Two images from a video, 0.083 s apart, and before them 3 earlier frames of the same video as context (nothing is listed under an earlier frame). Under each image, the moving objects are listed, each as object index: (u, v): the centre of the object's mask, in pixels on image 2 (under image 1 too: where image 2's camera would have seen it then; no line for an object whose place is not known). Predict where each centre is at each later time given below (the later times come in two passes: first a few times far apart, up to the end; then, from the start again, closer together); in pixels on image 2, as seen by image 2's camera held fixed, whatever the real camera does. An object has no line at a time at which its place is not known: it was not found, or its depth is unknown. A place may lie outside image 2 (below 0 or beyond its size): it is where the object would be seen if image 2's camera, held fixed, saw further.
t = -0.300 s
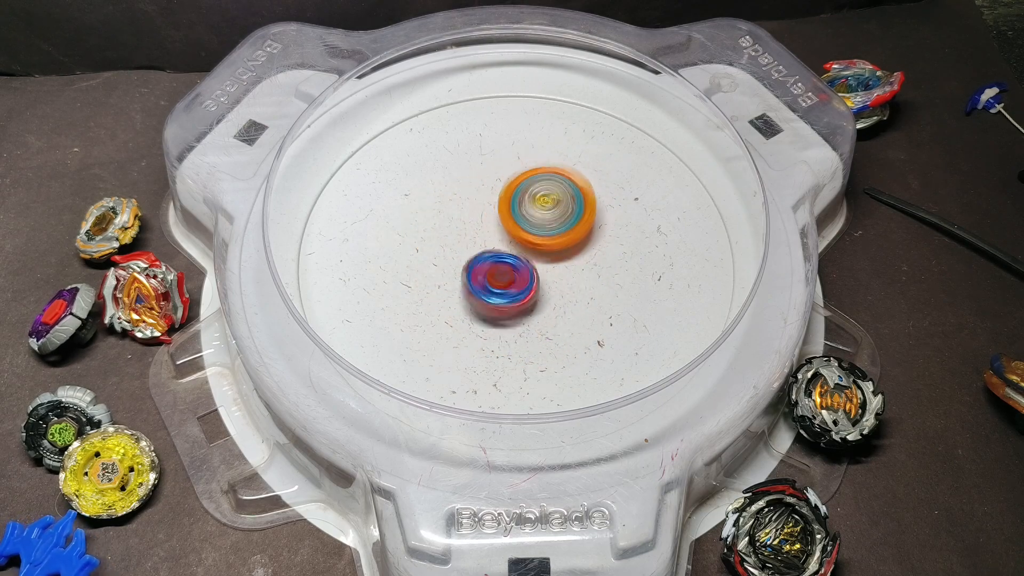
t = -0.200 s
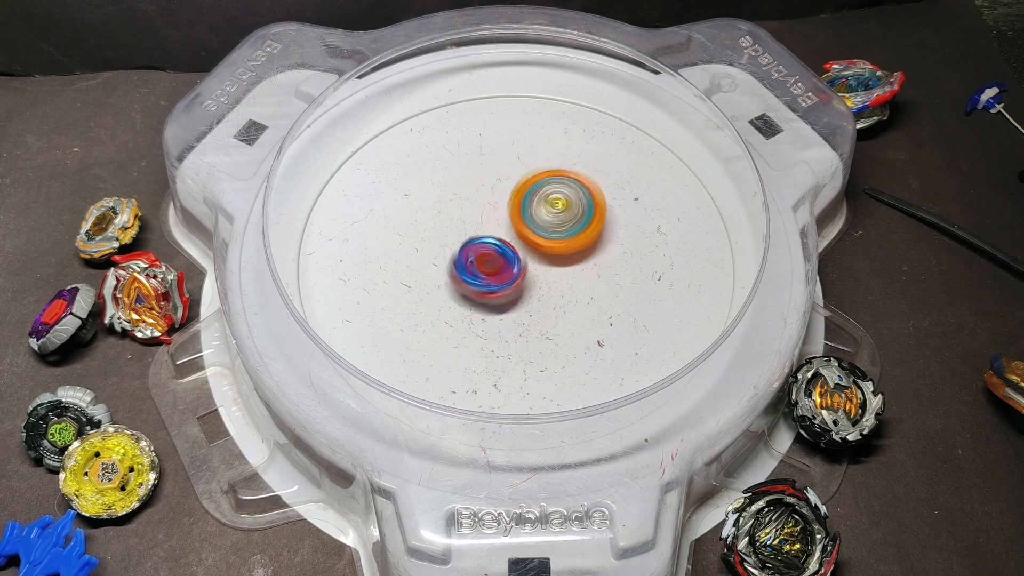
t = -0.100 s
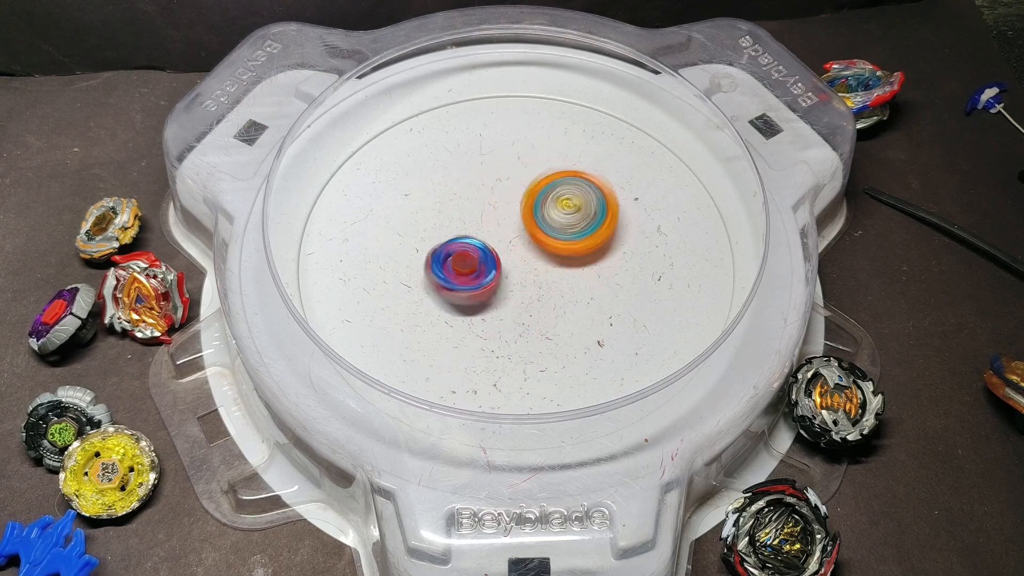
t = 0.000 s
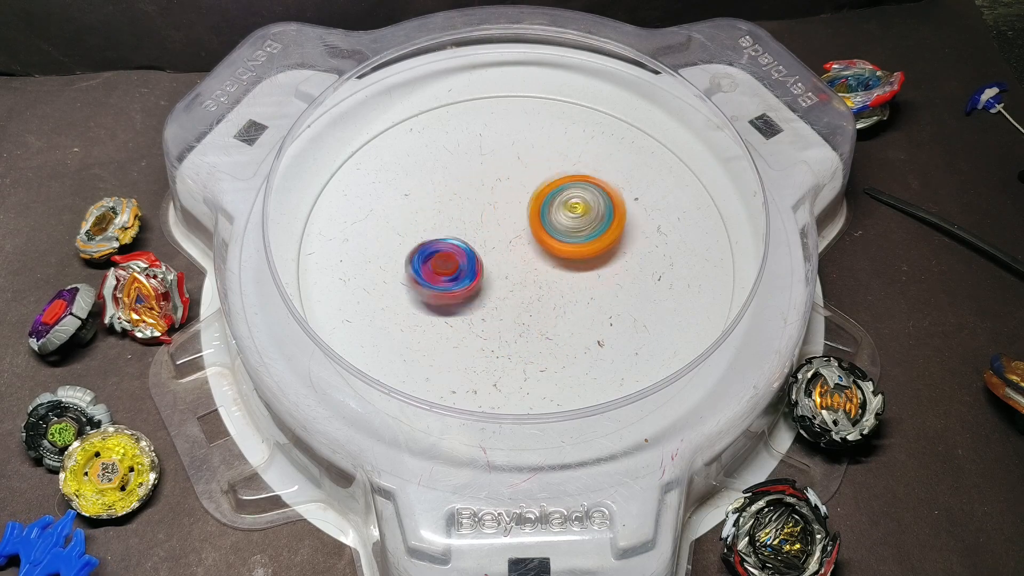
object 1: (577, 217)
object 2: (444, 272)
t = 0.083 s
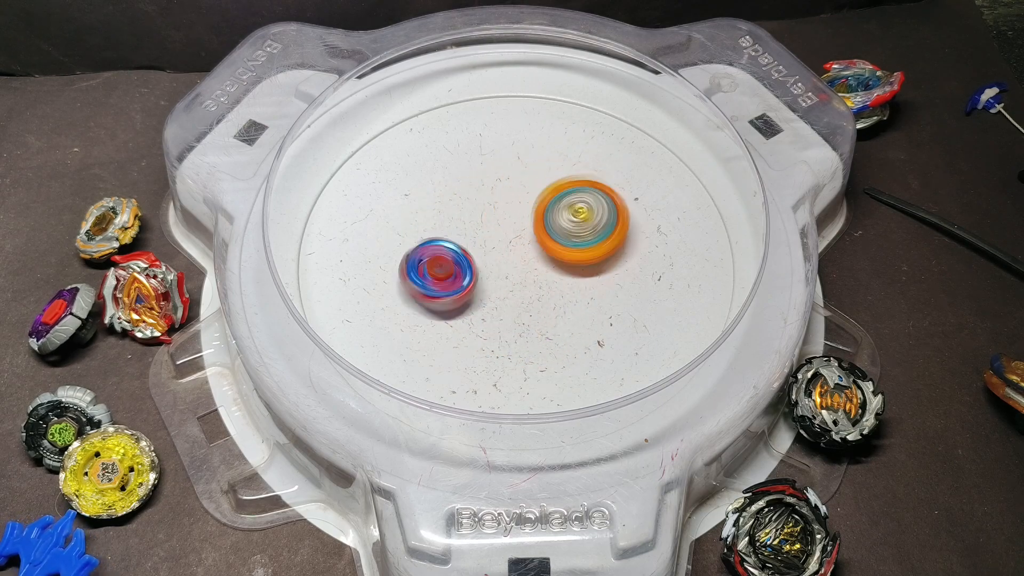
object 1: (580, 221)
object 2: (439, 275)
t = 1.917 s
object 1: (465, 250)
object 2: (589, 271)
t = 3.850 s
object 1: (553, 353)
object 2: (455, 235)
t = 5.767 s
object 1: (538, 249)
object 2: (432, 182)
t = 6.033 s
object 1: (487, 244)
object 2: (432, 182)
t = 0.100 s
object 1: (582, 223)
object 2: (439, 275)
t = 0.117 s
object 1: (582, 224)
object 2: (440, 276)
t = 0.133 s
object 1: (583, 225)
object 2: (441, 276)
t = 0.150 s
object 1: (582, 226)
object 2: (442, 276)
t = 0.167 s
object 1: (582, 228)
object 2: (444, 276)
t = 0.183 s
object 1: (581, 230)
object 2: (446, 275)
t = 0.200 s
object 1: (581, 232)
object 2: (448, 277)
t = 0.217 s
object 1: (582, 233)
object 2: (451, 276)
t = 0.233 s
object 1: (581, 234)
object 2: (455, 276)
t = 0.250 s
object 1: (581, 235)
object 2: (458, 273)
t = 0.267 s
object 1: (580, 238)
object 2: (461, 272)
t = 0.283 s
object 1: (578, 240)
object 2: (464, 272)
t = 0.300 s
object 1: (578, 242)
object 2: (468, 271)
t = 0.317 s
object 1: (578, 244)
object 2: (471, 269)
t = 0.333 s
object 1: (578, 245)
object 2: (475, 268)
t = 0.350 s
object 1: (576, 247)
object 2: (478, 265)
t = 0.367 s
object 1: (574, 249)
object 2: (481, 263)
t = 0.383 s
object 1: (573, 252)
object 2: (484, 263)
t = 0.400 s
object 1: (575, 253)
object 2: (482, 261)
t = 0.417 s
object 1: (577, 254)
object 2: (479, 259)
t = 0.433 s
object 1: (576, 256)
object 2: (477, 257)
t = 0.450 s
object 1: (575, 257)
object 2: (476, 253)
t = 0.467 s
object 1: (574, 260)
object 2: (476, 251)
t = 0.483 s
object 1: (573, 261)
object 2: (476, 250)
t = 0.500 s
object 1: (574, 263)
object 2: (476, 247)
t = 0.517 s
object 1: (573, 264)
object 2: (475, 244)
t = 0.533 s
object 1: (572, 266)
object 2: (475, 243)
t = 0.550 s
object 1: (570, 268)
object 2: (474, 241)
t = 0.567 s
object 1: (569, 270)
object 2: (475, 239)
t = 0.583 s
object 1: (569, 271)
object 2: (475, 238)
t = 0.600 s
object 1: (568, 272)
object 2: (476, 238)
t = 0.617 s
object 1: (567, 273)
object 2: (475, 237)
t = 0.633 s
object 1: (564, 276)
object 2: (476, 237)
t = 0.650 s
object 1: (563, 277)
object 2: (476, 235)
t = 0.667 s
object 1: (562, 279)
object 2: (477, 232)
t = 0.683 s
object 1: (561, 280)
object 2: (479, 233)
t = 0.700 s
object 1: (560, 280)
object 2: (480, 233)
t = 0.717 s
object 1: (557, 283)
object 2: (480, 230)
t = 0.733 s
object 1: (555, 284)
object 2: (482, 231)
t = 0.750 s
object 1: (554, 286)
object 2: (483, 231)
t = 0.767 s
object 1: (552, 286)
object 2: (484, 228)
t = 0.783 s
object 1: (552, 287)
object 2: (485, 228)
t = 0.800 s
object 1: (548, 288)
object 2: (487, 229)
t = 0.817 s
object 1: (546, 289)
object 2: (488, 229)
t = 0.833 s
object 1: (544, 291)
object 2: (490, 228)
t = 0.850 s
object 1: (542, 291)
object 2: (492, 228)
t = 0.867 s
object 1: (542, 291)
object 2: (493, 229)
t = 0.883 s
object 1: (538, 292)
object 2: (494, 227)
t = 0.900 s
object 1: (536, 292)
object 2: (496, 228)
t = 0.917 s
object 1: (533, 294)
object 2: (499, 227)
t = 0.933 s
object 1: (531, 295)
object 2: (501, 228)
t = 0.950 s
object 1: (531, 296)
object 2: (502, 226)
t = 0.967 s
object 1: (528, 297)
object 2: (505, 226)
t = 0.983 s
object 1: (526, 297)
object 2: (507, 223)
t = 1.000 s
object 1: (523, 299)
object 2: (509, 223)
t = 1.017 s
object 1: (521, 300)
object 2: (509, 223)
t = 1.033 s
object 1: (521, 300)
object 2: (510, 223)
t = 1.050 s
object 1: (518, 301)
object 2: (513, 222)
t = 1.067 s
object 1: (515, 301)
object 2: (515, 221)
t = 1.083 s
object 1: (513, 302)
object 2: (517, 222)
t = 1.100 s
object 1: (511, 303)
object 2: (518, 222)
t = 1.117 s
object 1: (511, 302)
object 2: (520, 223)
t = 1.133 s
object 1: (507, 303)
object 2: (521, 222)
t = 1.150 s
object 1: (504, 303)
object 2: (523, 223)
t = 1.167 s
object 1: (502, 304)
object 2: (525, 223)
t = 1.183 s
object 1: (501, 304)
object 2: (527, 223)
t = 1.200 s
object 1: (501, 303)
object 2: (528, 224)
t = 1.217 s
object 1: (497, 303)
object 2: (530, 225)
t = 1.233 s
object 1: (494, 303)
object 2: (531, 226)
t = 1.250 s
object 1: (492, 303)
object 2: (533, 226)
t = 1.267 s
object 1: (491, 303)
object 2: (535, 229)
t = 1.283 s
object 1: (490, 302)
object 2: (536, 229)
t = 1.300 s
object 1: (487, 301)
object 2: (536, 230)
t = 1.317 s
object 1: (484, 301)
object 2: (537, 232)
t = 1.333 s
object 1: (483, 301)
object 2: (539, 234)
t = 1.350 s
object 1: (482, 300)
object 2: (540, 235)
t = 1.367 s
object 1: (482, 298)
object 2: (543, 238)
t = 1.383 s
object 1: (479, 298)
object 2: (542, 240)
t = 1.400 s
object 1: (477, 296)
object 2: (543, 241)
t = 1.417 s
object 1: (477, 296)
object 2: (543, 242)
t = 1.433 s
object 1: (476, 295)
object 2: (546, 245)
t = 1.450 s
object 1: (475, 293)
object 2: (546, 247)
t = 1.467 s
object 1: (473, 293)
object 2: (547, 251)
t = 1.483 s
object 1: (472, 291)
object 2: (548, 253)
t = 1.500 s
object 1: (472, 291)
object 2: (548, 254)
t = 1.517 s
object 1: (472, 288)
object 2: (549, 255)
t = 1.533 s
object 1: (470, 287)
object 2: (549, 256)
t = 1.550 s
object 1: (464, 285)
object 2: (560, 259)
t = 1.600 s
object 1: (464, 282)
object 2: (566, 261)
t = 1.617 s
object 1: (462, 280)
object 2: (567, 262)
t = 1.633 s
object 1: (462, 280)
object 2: (569, 260)
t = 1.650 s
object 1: (462, 278)
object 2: (572, 263)
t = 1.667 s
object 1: (463, 276)
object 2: (576, 265)
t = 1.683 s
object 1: (461, 274)
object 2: (579, 265)
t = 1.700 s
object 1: (460, 272)
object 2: (582, 266)
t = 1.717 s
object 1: (461, 272)
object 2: (583, 267)
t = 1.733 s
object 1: (462, 269)
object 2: (585, 267)
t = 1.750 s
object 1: (462, 267)
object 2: (586, 267)
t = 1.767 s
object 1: (461, 266)
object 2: (589, 269)
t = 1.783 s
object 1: (460, 264)
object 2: (590, 270)
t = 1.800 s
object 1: (462, 263)
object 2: (590, 271)
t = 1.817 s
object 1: (463, 261)
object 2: (591, 272)
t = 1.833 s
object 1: (462, 259)
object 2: (591, 272)
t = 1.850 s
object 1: (462, 258)
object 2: (591, 270)
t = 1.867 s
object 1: (463, 256)
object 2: (591, 271)
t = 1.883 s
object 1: (466, 254)
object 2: (591, 271)
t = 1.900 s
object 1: (465, 252)
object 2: (591, 273)
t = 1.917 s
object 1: (465, 250)
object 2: (589, 271)
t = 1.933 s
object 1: (467, 250)
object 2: (588, 272)
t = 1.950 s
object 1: (468, 248)
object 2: (586, 271)
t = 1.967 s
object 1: (469, 246)
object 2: (584, 271)
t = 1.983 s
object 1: (469, 244)
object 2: (583, 270)
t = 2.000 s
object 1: (470, 243)
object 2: (580, 271)
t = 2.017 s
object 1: (473, 242)
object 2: (576, 272)
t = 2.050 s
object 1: (475, 239)
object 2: (570, 271)
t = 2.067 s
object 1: (478, 237)
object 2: (565, 270)
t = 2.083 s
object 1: (481, 236)
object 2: (563, 270)
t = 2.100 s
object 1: (480, 233)
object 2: (562, 272)
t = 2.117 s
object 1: (480, 230)
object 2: (560, 273)
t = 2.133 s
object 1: (482, 230)
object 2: (558, 274)
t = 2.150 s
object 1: (483, 227)
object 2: (554, 277)
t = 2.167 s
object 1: (484, 226)
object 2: (552, 277)
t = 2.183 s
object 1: (484, 224)
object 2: (549, 278)
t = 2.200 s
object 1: (485, 222)
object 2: (547, 279)
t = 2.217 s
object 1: (488, 221)
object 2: (546, 280)
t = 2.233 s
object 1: (487, 220)
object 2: (544, 281)
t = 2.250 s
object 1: (487, 217)
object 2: (542, 281)
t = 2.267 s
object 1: (490, 217)
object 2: (540, 282)
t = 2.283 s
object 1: (491, 215)
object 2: (537, 284)
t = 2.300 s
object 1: (492, 213)
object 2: (535, 284)
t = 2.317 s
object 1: (492, 212)
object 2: (532, 284)
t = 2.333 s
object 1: (494, 211)
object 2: (528, 284)
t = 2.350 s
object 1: (497, 210)
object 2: (525, 284)
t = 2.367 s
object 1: (497, 209)
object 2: (522, 284)
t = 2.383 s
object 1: (498, 208)
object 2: (520, 284)
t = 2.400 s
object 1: (501, 208)
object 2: (518, 283)
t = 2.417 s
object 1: (502, 207)
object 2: (517, 283)
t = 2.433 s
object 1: (503, 205)
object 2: (515, 282)
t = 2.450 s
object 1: (505, 205)
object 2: (512, 282)
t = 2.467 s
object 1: (507, 205)
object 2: (511, 281)
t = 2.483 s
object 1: (510, 204)
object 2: (509, 279)
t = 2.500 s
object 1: (510, 203)
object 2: (506, 280)
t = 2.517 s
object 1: (512, 201)
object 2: (503, 281)
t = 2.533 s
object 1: (515, 201)
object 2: (501, 281)
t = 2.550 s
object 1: (516, 200)
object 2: (497, 281)
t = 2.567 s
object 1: (517, 199)
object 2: (494, 281)
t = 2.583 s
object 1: (519, 200)
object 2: (490, 278)
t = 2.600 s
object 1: (522, 199)
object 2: (489, 277)
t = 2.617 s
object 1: (523, 198)
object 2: (488, 276)
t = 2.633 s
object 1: (524, 199)
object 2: (488, 275)
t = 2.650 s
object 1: (526, 199)
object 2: (488, 275)
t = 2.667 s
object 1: (529, 198)
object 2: (488, 274)
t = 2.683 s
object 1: (530, 199)
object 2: (488, 274)
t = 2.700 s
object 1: (531, 199)
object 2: (487, 274)
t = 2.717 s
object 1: (534, 200)
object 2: (486, 273)
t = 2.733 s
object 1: (536, 200)
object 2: (486, 271)
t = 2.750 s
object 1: (537, 200)
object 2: (485, 270)
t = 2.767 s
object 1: (539, 202)
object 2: (486, 268)
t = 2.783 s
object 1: (541, 202)
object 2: (487, 265)
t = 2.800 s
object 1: (543, 202)
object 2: (488, 261)
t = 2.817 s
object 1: (549, 202)
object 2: (480, 263)
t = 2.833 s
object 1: (558, 198)
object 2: (466, 271)
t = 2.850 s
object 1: (567, 194)
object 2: (454, 274)
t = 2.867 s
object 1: (572, 193)
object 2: (445, 276)
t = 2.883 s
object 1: (576, 192)
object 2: (438, 278)
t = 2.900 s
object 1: (579, 192)
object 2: (431, 278)
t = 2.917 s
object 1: (580, 192)
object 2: (425, 278)
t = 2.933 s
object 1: (582, 191)
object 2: (423, 277)
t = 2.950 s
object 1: (585, 191)
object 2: (421, 277)
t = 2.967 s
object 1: (586, 191)
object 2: (421, 277)
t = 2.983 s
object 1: (588, 192)
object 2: (422, 277)
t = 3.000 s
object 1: (591, 191)
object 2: (423, 277)
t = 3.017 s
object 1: (591, 192)
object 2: (426, 277)
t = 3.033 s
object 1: (593, 193)
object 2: (430, 277)
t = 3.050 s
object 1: (596, 193)
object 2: (433, 278)
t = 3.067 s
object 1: (596, 195)
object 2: (436, 280)
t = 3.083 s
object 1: (597, 195)
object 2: (438, 280)
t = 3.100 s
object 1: (600, 195)
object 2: (440, 280)
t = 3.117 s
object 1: (599, 197)
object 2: (442, 279)
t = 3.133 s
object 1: (600, 199)
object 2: (444, 280)
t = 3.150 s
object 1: (602, 199)
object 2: (445, 280)
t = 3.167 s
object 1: (601, 201)
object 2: (447, 280)
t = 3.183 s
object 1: (601, 203)
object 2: (448, 279)
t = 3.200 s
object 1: (603, 203)
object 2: (450, 278)
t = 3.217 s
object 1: (602, 206)
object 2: (452, 278)
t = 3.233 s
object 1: (602, 208)
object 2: (455, 277)
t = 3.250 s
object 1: (604, 208)
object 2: (458, 276)
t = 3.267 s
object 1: (602, 211)
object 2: (462, 274)
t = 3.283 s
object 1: (601, 213)
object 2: (464, 272)
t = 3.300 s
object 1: (602, 214)
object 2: (466, 269)
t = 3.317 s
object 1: (600, 217)
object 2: (468, 267)
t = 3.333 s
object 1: (598, 218)
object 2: (469, 265)
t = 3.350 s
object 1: (600, 219)
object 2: (470, 264)
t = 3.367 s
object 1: (597, 222)
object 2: (470, 263)
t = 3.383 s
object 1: (595, 224)
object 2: (470, 263)
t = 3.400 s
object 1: (595, 226)
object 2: (470, 263)
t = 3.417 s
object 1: (591, 230)
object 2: (471, 264)
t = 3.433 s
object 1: (589, 232)
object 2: (471, 264)
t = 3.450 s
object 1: (589, 235)
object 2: (472, 266)
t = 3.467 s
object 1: (584, 240)
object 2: (472, 267)
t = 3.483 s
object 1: (580, 243)
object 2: (472, 270)
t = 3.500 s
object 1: (579, 246)
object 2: (472, 272)
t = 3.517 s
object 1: (573, 252)
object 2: (471, 273)
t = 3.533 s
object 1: (569, 256)
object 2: (471, 274)
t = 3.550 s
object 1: (566, 260)
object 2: (471, 274)
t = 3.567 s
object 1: (560, 267)
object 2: (471, 274)
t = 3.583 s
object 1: (556, 272)
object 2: (472, 274)
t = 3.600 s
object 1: (553, 276)
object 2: (472, 273)
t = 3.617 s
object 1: (547, 284)
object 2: (472, 271)
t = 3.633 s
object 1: (545, 290)
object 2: (472, 270)
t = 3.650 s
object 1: (543, 295)
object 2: (470, 269)
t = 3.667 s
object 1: (544, 304)
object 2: (467, 266)
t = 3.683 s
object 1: (545, 310)
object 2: (464, 262)
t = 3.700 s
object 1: (545, 318)
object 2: (461, 258)
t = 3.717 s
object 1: (548, 324)
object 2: (458, 255)
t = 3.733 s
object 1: (548, 329)
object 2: (455, 252)
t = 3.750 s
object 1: (548, 335)
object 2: (452, 248)
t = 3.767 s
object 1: (552, 339)
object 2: (449, 244)
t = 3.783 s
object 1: (551, 344)
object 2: (448, 242)
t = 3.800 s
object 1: (552, 348)
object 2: (449, 239)
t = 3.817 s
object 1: (553, 349)
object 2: (451, 238)
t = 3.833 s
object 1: (552, 353)
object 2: (453, 236)
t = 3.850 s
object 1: (553, 353)
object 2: (455, 235)
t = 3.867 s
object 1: (551, 352)
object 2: (457, 235)
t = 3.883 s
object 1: (553, 352)
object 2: (459, 235)
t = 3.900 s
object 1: (552, 353)
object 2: (460, 235)
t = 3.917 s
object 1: (551, 353)
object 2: (461, 236)
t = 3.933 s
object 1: (554, 353)
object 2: (463, 236)
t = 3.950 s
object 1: (551, 356)
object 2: (464, 237)
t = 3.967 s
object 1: (551, 357)
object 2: (465, 238)
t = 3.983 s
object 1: (550, 356)
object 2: (467, 239)
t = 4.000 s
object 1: (550, 358)
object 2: (468, 240)
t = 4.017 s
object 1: (549, 358)
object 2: (470, 242)
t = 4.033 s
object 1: (547, 358)
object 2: (472, 244)
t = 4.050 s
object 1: (548, 358)
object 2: (474, 246)
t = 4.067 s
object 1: (544, 358)
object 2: (476, 249)
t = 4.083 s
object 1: (544, 358)
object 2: (476, 251)
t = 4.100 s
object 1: (543, 356)
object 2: (477, 254)
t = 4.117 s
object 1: (541, 357)
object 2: (477, 255)
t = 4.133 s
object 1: (541, 356)
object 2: (477, 256)
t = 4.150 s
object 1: (538, 354)
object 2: (477, 257)
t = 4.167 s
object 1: (539, 354)
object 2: (476, 257)
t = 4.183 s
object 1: (537, 352)
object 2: (476, 258)
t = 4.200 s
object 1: (536, 351)
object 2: (476, 258)
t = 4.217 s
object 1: (536, 349)
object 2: (476, 258)
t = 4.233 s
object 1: (534, 349)
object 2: (476, 258)
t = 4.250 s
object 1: (534, 347)
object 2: (475, 258)
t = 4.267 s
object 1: (532, 344)
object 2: (475, 258)
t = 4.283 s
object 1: (533, 343)
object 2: (475, 258)
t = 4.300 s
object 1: (531, 340)
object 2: (475, 258)
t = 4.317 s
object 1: (529, 338)
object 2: (475, 258)
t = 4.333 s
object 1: (529, 333)
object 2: (475, 258)
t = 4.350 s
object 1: (526, 330)
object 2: (475, 257)
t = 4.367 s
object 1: (525, 325)
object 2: (475, 257)
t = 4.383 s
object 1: (522, 319)
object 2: (474, 255)
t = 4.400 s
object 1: (521, 314)
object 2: (473, 253)
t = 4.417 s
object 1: (517, 308)
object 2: (472, 252)
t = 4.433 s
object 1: (515, 303)
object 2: (470, 247)
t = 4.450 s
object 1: (515, 302)
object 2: (468, 239)
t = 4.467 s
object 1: (514, 302)
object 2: (465, 231)
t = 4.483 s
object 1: (515, 299)
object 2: (462, 222)
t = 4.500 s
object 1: (514, 298)
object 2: (460, 215)
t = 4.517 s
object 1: (516, 296)
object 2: (458, 209)
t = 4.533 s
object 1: (513, 295)
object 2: (456, 205)
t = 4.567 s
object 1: (513, 290)
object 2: (457, 203)
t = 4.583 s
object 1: (516, 288)
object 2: (457, 204)
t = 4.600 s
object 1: (514, 286)
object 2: (458, 204)
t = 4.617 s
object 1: (515, 283)
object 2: (457, 205)
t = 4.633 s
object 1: (515, 279)
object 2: (456, 206)
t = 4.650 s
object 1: (517, 277)
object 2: (455, 207)
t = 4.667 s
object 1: (515, 273)
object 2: (453, 207)
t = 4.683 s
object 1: (516, 270)
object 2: (451, 208)
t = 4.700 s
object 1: (515, 265)
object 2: (450, 208)
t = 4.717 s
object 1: (517, 263)
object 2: (449, 208)
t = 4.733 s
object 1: (516, 258)
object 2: (449, 209)
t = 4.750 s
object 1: (516, 254)
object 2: (449, 208)
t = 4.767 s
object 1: (516, 249)
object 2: (450, 208)
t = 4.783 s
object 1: (517, 247)
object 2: (449, 208)
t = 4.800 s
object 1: (516, 242)
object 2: (449, 208)
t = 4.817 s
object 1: (516, 240)
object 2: (448, 205)
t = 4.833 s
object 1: (517, 238)
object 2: (449, 203)
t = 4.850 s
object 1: (518, 237)
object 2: (450, 200)
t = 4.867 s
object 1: (518, 236)
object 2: (452, 199)
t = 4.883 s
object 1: (518, 234)
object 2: (454, 197)
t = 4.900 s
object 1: (522, 235)
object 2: (453, 194)
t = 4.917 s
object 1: (529, 240)
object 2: (447, 187)
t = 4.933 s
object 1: (532, 240)
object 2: (442, 181)
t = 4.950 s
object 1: (538, 241)
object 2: (437, 177)
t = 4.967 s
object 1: (540, 240)
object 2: (434, 175)
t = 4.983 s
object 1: (544, 240)
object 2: (432, 175)
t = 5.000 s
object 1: (545, 239)
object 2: (431, 176)
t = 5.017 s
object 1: (547, 238)
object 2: (430, 178)
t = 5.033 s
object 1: (549, 237)
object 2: (430, 180)
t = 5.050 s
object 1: (551, 236)
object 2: (430, 180)
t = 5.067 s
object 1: (553, 237)
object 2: (431, 181)
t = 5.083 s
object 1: (552, 236)
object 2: (431, 182)
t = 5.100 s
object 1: (554, 235)
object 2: (431, 182)
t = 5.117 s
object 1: (554, 234)
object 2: (431, 182)
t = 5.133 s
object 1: (558, 234)
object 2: (431, 182)
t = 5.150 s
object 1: (557, 235)
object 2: (431, 182)
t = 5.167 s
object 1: (558, 235)
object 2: (432, 182)
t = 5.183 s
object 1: (558, 234)
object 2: (432, 182)
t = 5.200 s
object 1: (560, 233)
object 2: (432, 182)
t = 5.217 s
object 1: (562, 234)
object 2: (432, 182)
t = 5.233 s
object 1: (561, 234)
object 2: (432, 182)
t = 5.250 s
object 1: (563, 234)
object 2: (432, 182)
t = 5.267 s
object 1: (563, 234)
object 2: (432, 182)
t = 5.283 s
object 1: (565, 234)
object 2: (432, 182)
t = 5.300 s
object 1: (564, 236)
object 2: (432, 182)
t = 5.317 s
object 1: (565, 236)
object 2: (432, 182)
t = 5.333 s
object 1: (565, 236)
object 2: (431, 182)
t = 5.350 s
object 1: (565, 236)
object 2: (432, 182)
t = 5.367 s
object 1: (567, 237)
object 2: (432, 182)
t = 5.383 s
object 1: (565, 239)
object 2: (432, 182)
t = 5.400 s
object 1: (566, 239)
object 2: (432, 182)
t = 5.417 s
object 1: (564, 240)
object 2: (432, 182)
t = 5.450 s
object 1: (565, 241)
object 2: (432, 182)
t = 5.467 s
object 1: (564, 242)
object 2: (432, 182)
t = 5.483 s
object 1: (564, 243)
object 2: (432, 182)
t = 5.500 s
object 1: (562, 243)
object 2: (432, 182)
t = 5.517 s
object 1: (563, 244)
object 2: (432, 182)
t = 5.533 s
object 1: (560, 246)
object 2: (432, 182)
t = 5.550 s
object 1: (560, 245)
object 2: (432, 182)
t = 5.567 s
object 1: (558, 246)
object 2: (432, 182)
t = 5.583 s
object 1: (558, 245)
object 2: (432, 182)
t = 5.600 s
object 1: (558, 247)
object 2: (432, 182)
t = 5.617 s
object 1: (555, 247)
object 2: (432, 182)
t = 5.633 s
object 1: (555, 248)
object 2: (432, 182)
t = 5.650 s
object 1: (551, 248)
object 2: (432, 182)
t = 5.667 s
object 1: (552, 247)
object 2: (432, 182)
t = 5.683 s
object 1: (549, 249)
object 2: (432, 182)
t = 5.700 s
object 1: (547, 248)
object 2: (432, 182)
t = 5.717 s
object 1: (546, 249)
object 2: (432, 182)
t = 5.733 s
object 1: (543, 248)
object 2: (432, 182)
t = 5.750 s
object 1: (543, 249)
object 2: (432, 182)
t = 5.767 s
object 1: (538, 249)
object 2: (432, 182)
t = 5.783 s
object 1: (537, 249)
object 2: (432, 182)
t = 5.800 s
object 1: (533, 249)
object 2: (432, 182)
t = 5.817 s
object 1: (531, 248)
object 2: (432, 182)
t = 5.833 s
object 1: (529, 249)
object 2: (432, 182)
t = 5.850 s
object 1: (524, 248)
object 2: (432, 182)
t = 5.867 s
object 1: (522, 248)
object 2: (432, 182)
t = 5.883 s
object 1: (517, 248)
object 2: (432, 183)
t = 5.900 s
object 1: (516, 246)
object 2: (432, 182)
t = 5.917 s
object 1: (511, 248)
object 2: (432, 182)
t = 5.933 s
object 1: (507, 247)
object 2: (432, 182)
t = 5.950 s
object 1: (504, 247)
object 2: (432, 182)
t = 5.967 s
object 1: (499, 246)
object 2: (432, 182)
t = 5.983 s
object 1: (498, 245)
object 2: (432, 182)
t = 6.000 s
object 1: (493, 246)
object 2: (432, 182)
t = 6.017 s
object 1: (489, 244)
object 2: (432, 183)
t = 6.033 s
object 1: (487, 244)
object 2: (432, 182)
